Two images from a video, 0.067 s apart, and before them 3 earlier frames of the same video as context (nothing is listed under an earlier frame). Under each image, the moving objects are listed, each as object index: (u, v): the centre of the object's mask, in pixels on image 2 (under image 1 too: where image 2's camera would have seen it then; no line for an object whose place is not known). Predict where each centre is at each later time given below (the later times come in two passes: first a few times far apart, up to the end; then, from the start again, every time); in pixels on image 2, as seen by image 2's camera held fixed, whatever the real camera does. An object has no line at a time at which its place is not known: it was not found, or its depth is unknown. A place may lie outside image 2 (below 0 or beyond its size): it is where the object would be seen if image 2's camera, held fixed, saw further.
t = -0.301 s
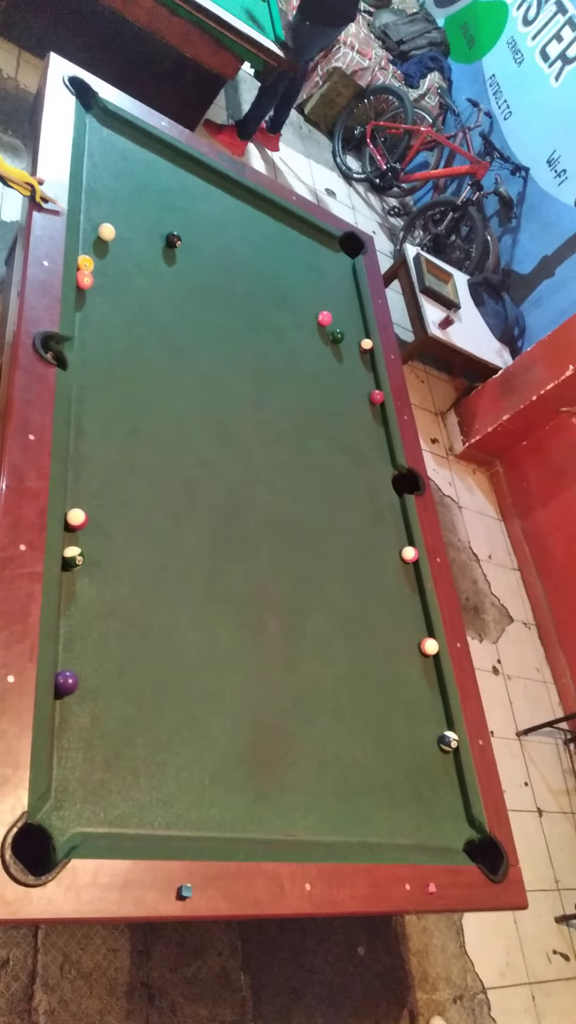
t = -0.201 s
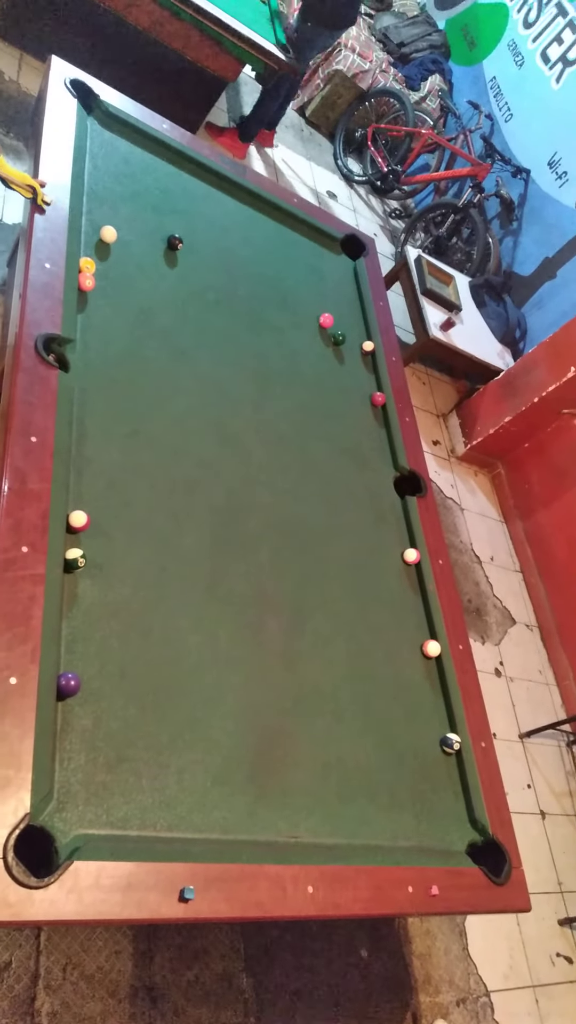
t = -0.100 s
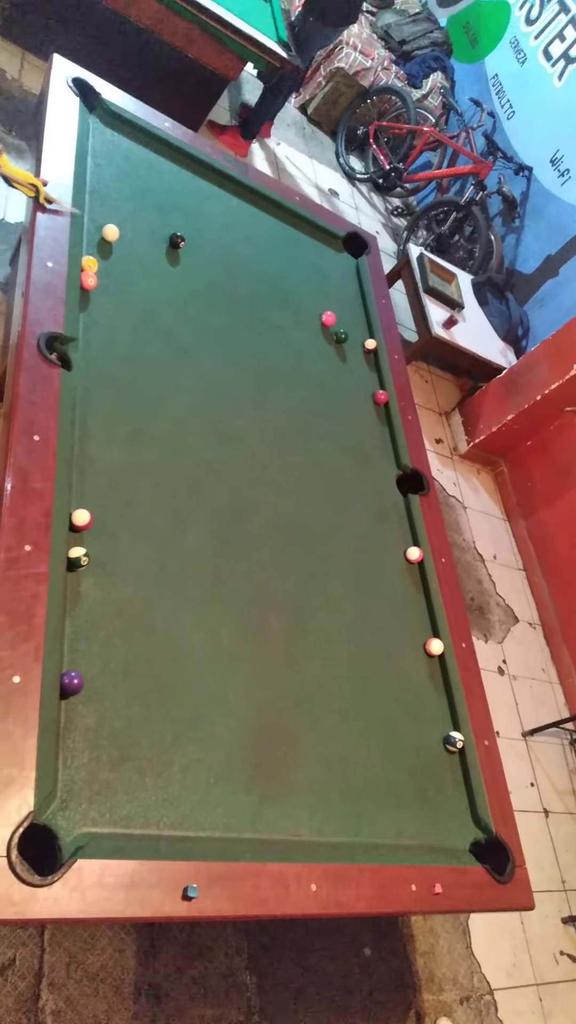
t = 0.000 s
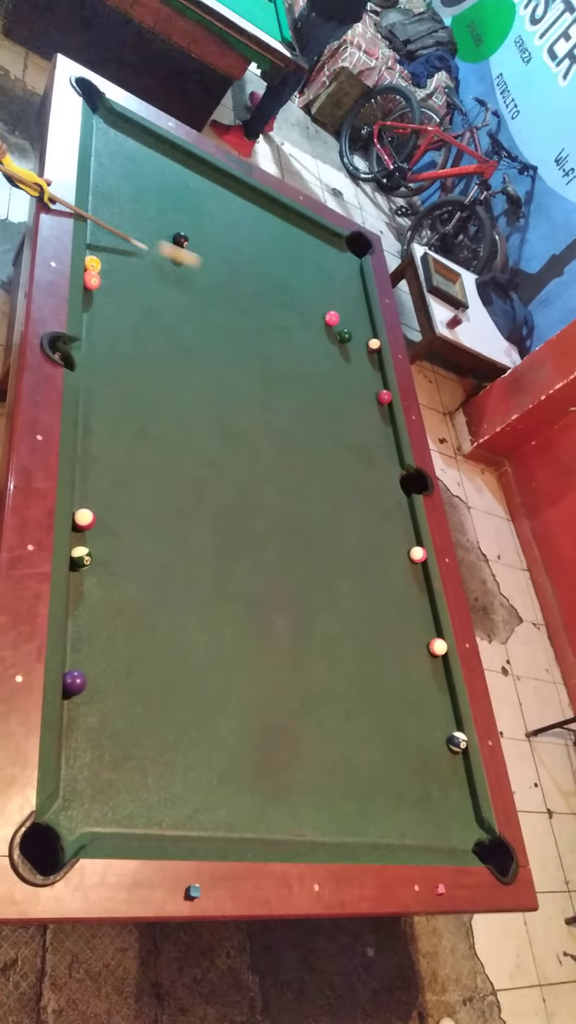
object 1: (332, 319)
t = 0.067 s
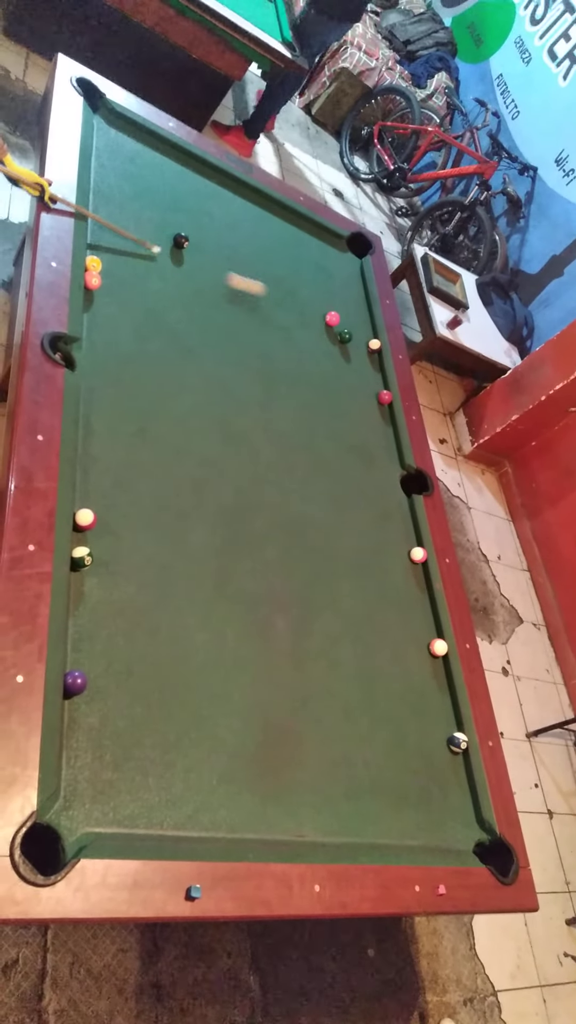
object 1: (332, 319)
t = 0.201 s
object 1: (361, 326)
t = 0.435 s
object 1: (314, 292)
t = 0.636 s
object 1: (259, 255)
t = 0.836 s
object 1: (202, 218)
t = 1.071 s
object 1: (131, 170)
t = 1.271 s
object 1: (110, 153)
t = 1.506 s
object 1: (137, 164)
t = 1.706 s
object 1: (159, 173)
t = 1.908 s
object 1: (179, 181)
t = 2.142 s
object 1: (201, 190)
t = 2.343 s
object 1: (217, 197)
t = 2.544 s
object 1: (233, 204)
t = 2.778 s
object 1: (250, 211)
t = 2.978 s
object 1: (264, 216)
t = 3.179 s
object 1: (276, 220)
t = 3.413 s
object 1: (289, 225)
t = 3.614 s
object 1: (300, 229)
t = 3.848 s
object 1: (311, 233)
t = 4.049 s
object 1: (320, 235)
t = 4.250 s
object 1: (328, 238)
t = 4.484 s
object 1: (336, 240)
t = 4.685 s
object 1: (342, 241)
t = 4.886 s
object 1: (346, 244)
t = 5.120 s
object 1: (350, 247)
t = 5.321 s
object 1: (352, 250)
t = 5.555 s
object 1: (355, 251)
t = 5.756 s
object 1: (356, 252)
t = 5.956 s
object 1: (357, 253)
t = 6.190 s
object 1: (357, 253)
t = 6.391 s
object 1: (357, 253)
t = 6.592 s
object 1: (357, 253)
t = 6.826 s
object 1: (357, 253)
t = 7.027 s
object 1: (357, 253)
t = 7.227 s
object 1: (357, 253)
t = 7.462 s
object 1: (357, 253)
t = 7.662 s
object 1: (357, 253)
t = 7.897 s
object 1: (357, 253)
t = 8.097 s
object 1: (357, 253)
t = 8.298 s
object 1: (357, 253)
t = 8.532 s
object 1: (357, 253)
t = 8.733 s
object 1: (357, 253)
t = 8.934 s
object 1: (357, 253)
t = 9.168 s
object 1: (357, 252)
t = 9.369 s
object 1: (357, 253)
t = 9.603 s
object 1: (357, 252)
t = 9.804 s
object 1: (356, 253)
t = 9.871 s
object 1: (356, 253)
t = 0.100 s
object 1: (332, 319)
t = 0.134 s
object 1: (332, 319)
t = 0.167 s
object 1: (341, 321)
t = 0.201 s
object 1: (361, 326)
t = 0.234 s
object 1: (368, 327)
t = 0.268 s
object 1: (358, 321)
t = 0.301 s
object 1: (349, 315)
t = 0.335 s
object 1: (340, 309)
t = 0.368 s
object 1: (332, 304)
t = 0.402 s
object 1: (323, 298)
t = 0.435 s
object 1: (314, 292)
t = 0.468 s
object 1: (305, 286)
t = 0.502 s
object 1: (296, 280)
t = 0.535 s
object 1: (287, 274)
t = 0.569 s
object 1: (278, 268)
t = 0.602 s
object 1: (269, 262)
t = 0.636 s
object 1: (259, 255)
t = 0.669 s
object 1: (250, 249)
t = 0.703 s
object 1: (240, 243)
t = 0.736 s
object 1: (231, 237)
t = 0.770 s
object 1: (221, 230)
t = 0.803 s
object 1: (212, 224)
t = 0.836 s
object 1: (202, 218)
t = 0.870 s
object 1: (192, 211)
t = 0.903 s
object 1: (182, 204)
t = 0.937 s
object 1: (172, 197)
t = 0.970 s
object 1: (162, 190)
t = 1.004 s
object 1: (152, 184)
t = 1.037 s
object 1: (142, 177)
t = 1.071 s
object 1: (131, 170)
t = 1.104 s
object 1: (122, 164)
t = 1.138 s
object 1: (111, 157)
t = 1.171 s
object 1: (101, 150)
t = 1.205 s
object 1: (101, 149)
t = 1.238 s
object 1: (105, 151)
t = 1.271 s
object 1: (110, 153)
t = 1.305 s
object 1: (114, 155)
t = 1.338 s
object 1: (118, 156)
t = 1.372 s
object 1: (122, 158)
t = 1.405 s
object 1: (125, 159)
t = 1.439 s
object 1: (129, 161)
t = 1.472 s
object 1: (133, 163)
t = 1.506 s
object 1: (137, 164)
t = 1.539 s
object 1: (141, 166)
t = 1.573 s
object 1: (144, 167)
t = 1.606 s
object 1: (148, 169)
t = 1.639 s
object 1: (152, 170)
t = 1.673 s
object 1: (155, 172)
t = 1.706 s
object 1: (159, 173)
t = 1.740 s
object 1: (162, 175)
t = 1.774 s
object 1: (165, 176)
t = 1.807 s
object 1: (169, 178)
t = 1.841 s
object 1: (172, 179)
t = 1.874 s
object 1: (175, 180)
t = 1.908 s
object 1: (179, 181)
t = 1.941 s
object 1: (182, 183)
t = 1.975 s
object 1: (185, 184)
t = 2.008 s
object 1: (188, 185)
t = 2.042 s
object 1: (191, 187)
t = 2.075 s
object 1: (194, 188)
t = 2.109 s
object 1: (198, 189)
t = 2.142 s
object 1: (201, 190)
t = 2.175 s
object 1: (203, 192)
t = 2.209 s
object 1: (206, 193)
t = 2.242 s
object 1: (209, 194)
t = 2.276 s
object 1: (212, 195)
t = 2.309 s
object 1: (215, 196)
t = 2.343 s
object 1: (217, 197)
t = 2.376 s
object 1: (220, 199)
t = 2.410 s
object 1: (223, 200)
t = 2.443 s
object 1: (225, 201)
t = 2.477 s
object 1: (228, 202)
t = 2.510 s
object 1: (231, 203)
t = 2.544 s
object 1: (233, 204)
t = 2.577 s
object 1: (236, 205)
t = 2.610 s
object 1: (238, 206)
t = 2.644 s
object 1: (241, 207)
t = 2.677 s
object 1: (243, 208)
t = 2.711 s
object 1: (245, 209)
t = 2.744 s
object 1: (248, 210)
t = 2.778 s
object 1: (250, 211)
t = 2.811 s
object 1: (253, 211)
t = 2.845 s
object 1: (255, 212)
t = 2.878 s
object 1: (257, 213)
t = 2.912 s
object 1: (259, 214)
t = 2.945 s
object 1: (262, 215)
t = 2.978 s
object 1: (264, 216)
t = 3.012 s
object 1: (266, 217)
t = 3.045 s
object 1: (268, 217)
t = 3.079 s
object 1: (270, 218)
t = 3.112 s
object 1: (272, 219)
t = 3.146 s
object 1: (274, 220)
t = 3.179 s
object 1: (276, 220)
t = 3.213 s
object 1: (278, 221)
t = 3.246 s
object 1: (280, 222)
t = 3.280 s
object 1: (282, 223)
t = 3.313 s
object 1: (284, 223)
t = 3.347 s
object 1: (286, 224)
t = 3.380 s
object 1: (288, 225)
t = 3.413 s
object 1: (289, 225)
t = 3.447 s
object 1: (291, 226)
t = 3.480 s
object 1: (293, 226)
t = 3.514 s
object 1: (295, 227)
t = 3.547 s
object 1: (296, 228)
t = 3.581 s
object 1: (298, 228)
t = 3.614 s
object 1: (300, 229)
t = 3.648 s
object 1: (302, 230)
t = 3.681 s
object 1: (303, 230)
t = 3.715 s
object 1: (305, 231)
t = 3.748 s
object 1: (306, 231)
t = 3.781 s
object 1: (308, 232)
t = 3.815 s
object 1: (309, 232)
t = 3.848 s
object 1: (311, 233)
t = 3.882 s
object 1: (312, 233)
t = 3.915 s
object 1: (314, 234)
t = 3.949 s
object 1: (315, 234)
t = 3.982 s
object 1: (317, 235)
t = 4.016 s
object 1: (318, 235)
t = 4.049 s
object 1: (320, 235)
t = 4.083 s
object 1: (321, 236)
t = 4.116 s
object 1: (322, 236)
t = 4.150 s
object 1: (324, 237)
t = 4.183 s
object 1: (325, 237)
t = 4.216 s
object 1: (326, 238)
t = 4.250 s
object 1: (328, 238)
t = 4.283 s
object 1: (329, 238)
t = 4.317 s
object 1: (330, 239)
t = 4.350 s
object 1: (331, 239)
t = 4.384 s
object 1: (332, 239)
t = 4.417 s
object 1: (333, 239)
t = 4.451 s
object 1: (335, 240)
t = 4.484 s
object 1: (336, 240)
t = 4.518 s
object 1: (337, 240)
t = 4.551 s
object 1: (338, 240)
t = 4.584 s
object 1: (339, 241)
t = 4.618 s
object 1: (340, 241)
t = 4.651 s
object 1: (340, 241)
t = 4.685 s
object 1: (342, 241)
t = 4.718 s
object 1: (342, 242)
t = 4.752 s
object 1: (343, 243)
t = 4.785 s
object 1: (344, 243)
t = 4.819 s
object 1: (344, 244)
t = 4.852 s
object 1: (345, 244)
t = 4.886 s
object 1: (346, 244)
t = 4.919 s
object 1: (346, 245)
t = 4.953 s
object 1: (347, 245)
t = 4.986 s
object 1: (347, 246)
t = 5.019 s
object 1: (348, 246)
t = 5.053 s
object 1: (348, 247)
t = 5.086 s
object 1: (349, 247)
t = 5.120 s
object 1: (350, 247)
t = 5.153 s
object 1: (350, 248)
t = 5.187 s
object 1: (350, 248)
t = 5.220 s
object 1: (351, 249)
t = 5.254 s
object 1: (351, 249)
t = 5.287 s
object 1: (352, 249)
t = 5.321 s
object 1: (352, 250)
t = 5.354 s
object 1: (352, 250)
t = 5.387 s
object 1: (353, 250)
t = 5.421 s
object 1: (353, 251)
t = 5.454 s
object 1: (354, 251)
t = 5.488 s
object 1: (354, 251)
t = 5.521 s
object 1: (354, 251)
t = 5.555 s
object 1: (355, 251)
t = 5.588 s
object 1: (355, 251)
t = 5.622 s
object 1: (355, 252)
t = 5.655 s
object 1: (355, 252)
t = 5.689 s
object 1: (355, 252)
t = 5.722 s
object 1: (356, 252)
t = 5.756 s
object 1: (356, 252)
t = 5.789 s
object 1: (356, 252)
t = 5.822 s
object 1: (356, 252)
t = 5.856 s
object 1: (356, 252)
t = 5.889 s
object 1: (356, 252)
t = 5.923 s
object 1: (357, 253)
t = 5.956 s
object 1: (357, 253)
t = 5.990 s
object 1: (357, 253)
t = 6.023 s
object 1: (357, 253)
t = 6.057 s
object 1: (357, 253)
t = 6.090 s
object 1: (357, 253)
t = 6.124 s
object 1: (357, 253)
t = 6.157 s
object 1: (357, 253)
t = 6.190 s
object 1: (357, 253)
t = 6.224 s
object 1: (357, 253)
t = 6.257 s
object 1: (357, 253)
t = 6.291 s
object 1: (357, 253)
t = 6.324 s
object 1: (357, 253)
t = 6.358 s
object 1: (357, 253)
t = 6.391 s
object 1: (357, 253)
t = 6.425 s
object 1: (357, 253)
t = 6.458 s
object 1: (357, 253)
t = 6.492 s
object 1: (357, 252)
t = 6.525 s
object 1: (357, 253)
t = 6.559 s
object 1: (357, 253)
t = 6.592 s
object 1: (357, 253)
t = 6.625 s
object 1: (357, 253)
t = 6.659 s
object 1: (357, 253)
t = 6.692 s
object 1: (357, 253)
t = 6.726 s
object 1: (357, 253)
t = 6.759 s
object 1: (357, 253)
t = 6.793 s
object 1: (357, 253)
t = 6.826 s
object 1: (357, 253)
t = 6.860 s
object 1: (357, 252)
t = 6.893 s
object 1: (357, 253)
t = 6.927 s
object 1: (357, 253)
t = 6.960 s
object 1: (357, 253)
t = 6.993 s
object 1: (357, 253)
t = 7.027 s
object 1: (357, 253)
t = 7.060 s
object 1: (357, 253)
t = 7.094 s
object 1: (357, 253)
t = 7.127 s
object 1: (357, 253)
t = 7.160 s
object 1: (357, 253)
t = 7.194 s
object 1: (357, 253)
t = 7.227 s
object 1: (357, 253)
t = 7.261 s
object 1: (357, 253)
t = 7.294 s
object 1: (357, 253)
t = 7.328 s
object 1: (357, 253)
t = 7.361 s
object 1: (357, 253)
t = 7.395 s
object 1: (357, 253)
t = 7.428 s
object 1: (357, 253)
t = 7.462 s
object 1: (357, 253)
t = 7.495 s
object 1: (357, 252)
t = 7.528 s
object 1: (357, 253)
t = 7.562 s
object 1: (357, 253)
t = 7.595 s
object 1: (357, 253)
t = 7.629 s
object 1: (357, 253)
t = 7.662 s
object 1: (357, 253)
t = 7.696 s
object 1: (357, 253)
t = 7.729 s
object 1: (357, 253)
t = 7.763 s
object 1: (357, 253)
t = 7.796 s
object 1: (357, 253)
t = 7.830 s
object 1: (357, 253)
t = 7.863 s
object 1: (357, 253)
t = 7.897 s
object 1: (357, 253)
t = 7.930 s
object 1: (357, 252)
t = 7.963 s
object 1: (357, 253)
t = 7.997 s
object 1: (357, 253)
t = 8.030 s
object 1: (357, 253)
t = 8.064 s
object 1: (357, 253)
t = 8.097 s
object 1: (357, 253)
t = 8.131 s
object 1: (357, 253)
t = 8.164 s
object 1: (357, 253)
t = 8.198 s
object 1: (357, 252)
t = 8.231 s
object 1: (357, 253)
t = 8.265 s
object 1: (357, 253)
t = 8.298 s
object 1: (357, 253)
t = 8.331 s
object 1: (357, 253)
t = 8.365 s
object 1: (357, 253)
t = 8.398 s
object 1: (357, 253)
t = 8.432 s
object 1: (357, 253)
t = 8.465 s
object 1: (357, 252)
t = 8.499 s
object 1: (357, 253)
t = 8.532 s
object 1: (357, 253)
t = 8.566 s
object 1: (357, 252)
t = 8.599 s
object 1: (357, 253)
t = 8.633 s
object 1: (357, 252)
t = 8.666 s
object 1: (357, 253)
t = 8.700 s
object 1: (357, 253)
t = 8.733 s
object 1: (357, 253)
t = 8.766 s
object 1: (357, 253)
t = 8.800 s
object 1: (357, 252)
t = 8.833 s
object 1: (357, 252)
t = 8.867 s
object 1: (357, 253)
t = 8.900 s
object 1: (357, 252)
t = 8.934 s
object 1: (357, 253)
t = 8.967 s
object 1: (357, 253)
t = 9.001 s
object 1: (357, 252)
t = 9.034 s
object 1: (356, 252)
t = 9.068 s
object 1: (357, 252)
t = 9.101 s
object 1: (357, 252)
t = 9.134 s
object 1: (357, 252)
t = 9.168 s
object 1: (357, 252)
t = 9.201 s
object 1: (357, 253)
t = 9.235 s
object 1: (357, 253)
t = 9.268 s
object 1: (357, 253)
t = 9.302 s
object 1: (356, 252)
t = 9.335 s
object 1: (357, 253)
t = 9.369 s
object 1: (357, 253)
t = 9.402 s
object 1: (356, 253)
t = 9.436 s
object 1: (357, 253)
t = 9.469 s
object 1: (357, 252)
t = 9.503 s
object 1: (357, 252)
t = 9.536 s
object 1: (356, 253)
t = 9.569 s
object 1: (356, 253)
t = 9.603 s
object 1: (357, 252)
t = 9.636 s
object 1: (356, 252)
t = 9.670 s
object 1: (356, 253)
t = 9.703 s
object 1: (356, 252)
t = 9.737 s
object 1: (356, 253)
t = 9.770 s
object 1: (356, 253)
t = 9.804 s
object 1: (356, 253)
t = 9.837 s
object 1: (356, 253)
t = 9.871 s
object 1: (356, 253)
